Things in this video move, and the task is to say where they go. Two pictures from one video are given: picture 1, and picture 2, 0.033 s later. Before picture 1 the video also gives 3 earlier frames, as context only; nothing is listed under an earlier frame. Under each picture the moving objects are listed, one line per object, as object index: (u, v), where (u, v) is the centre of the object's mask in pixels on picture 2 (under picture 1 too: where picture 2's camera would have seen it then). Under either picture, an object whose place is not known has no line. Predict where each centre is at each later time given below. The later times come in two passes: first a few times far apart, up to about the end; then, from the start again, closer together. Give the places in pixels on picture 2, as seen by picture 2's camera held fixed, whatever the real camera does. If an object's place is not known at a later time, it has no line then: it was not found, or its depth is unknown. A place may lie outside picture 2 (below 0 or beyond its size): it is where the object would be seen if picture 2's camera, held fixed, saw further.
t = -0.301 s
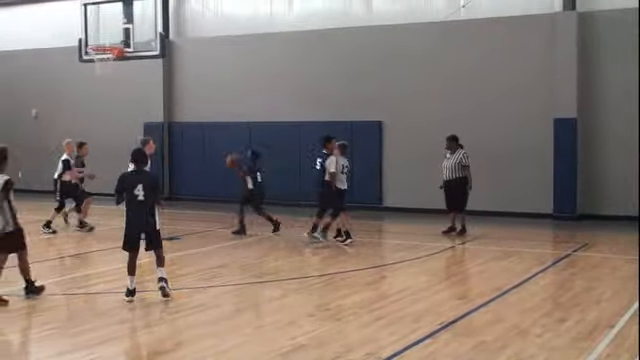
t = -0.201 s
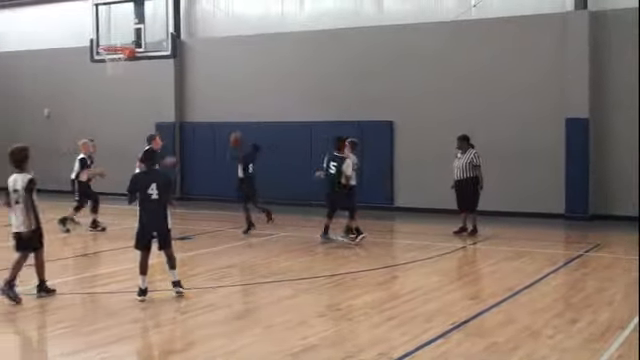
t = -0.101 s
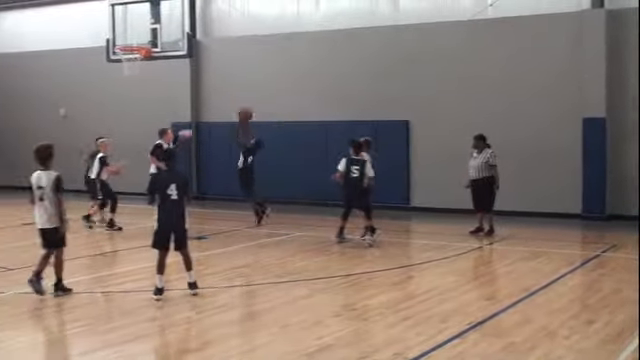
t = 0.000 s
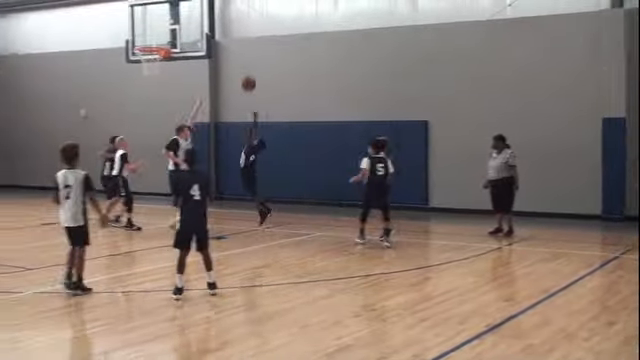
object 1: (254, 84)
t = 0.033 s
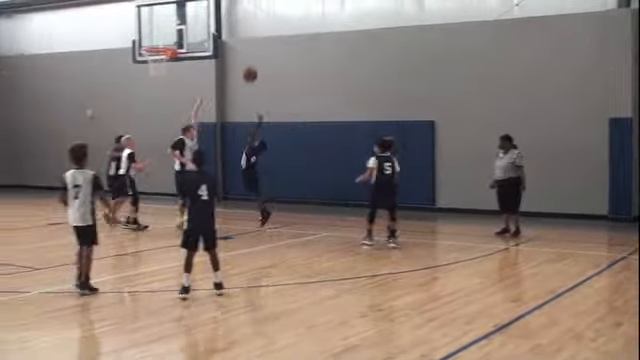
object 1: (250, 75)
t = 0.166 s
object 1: (229, 45)
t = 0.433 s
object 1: (191, 16)
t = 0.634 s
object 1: (164, 23)
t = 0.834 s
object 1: (144, 38)
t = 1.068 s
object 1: (136, 46)
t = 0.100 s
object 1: (240, 58)
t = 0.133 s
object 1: (235, 51)
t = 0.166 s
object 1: (229, 45)
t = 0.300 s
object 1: (209, 24)
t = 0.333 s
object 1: (205, 21)
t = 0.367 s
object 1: (200, 19)
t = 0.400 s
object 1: (196, 17)
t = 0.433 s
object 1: (191, 16)
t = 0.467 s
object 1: (185, 16)
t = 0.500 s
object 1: (182, 16)
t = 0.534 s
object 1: (179, 16)
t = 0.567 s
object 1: (172, 18)
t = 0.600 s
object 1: (169, 20)
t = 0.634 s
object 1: (164, 23)
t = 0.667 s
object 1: (159, 26)
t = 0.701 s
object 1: (155, 30)
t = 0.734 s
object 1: (151, 36)
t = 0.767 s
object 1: (147, 40)
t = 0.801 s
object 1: (146, 39)
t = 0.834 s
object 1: (144, 38)
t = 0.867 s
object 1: (143, 38)
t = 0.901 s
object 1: (143, 37)
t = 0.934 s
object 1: (141, 38)
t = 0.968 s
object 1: (140, 39)
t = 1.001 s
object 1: (139, 40)
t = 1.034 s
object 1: (137, 43)
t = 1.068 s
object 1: (136, 46)
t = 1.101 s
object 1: (135, 49)
